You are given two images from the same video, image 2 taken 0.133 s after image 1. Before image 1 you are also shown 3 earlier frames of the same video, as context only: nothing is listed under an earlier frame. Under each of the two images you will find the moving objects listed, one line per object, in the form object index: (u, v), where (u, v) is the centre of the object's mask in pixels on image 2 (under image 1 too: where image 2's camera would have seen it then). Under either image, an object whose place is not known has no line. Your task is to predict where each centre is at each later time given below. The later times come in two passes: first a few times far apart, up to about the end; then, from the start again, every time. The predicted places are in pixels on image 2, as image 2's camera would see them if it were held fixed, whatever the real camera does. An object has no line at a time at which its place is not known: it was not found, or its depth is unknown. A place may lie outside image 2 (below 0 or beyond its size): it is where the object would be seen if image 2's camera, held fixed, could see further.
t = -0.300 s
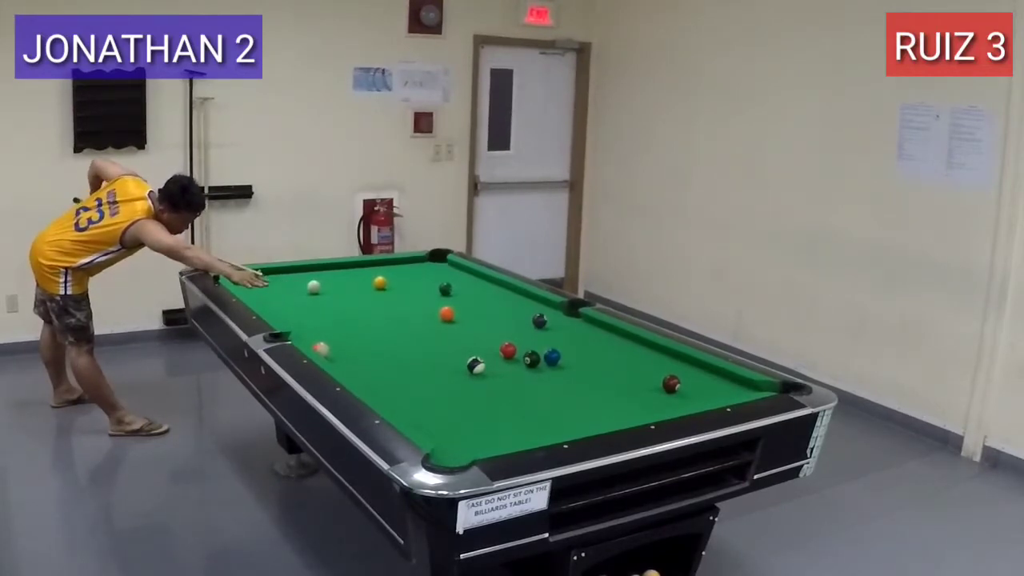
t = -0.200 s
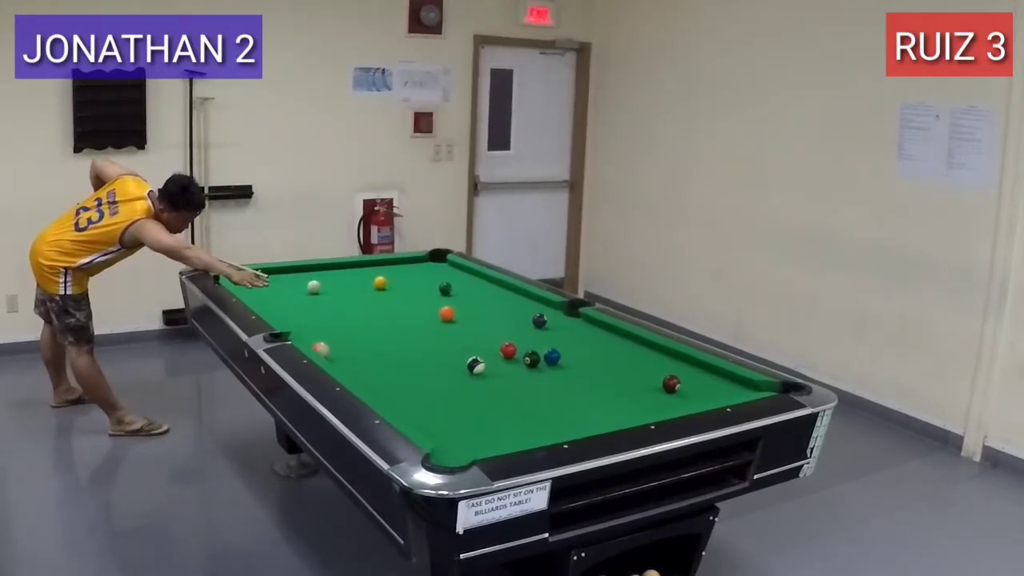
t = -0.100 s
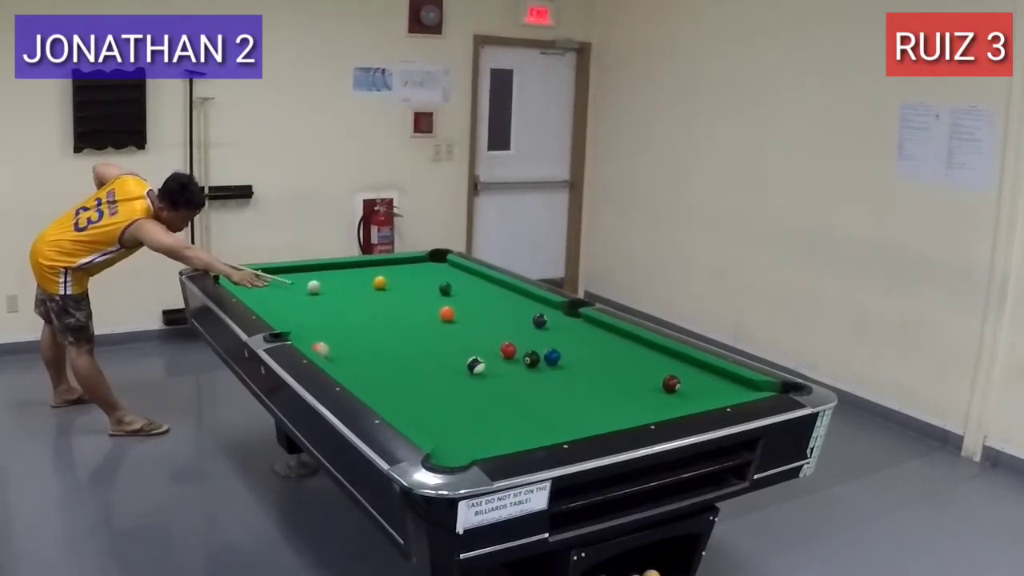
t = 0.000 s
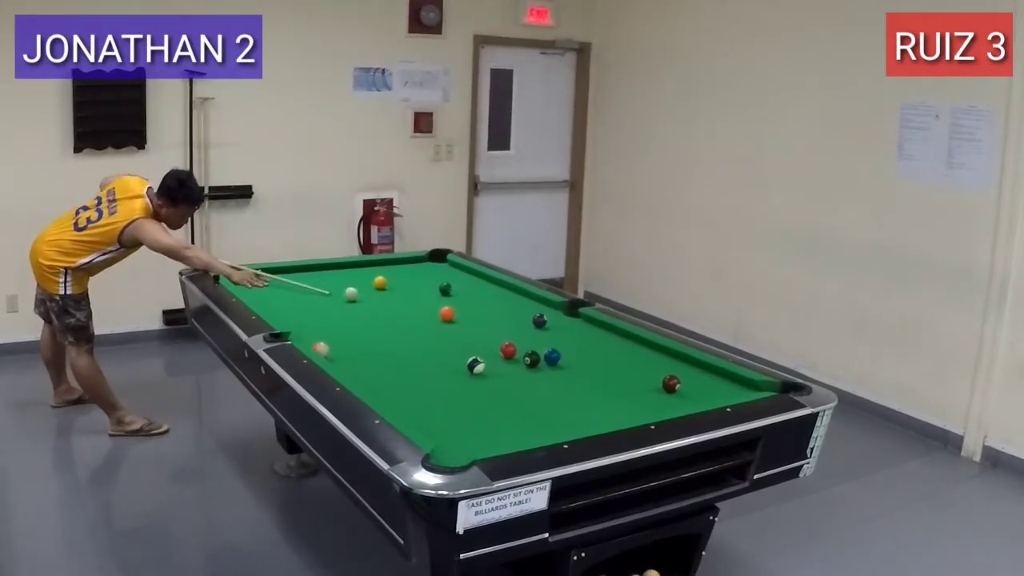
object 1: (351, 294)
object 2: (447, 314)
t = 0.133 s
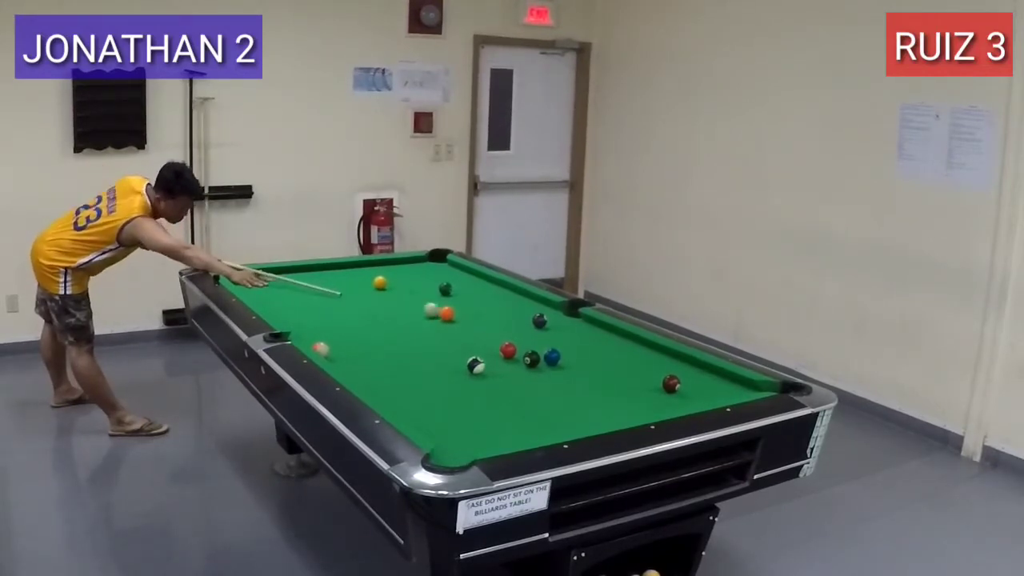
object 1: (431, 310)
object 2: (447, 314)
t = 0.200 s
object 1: (442, 311)
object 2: (477, 322)
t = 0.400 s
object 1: (457, 309)
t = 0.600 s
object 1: (471, 307)
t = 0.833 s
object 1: (486, 305)
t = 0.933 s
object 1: (492, 304)
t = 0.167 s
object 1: (439, 311)
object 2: (460, 318)
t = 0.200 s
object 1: (442, 311)
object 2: (477, 322)
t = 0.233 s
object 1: (444, 310)
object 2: (493, 327)
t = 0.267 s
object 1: (447, 310)
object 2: (510, 331)
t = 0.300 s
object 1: (450, 309)
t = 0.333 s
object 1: (452, 309)
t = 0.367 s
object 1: (454, 309)
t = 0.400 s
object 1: (457, 309)
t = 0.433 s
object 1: (460, 308)
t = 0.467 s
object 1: (462, 308)
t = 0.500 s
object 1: (464, 308)
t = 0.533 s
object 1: (467, 308)
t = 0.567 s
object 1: (469, 307)
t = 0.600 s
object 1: (471, 307)
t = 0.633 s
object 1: (473, 306)
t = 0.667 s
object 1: (476, 306)
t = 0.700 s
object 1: (478, 306)
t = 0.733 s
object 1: (480, 306)
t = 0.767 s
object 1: (482, 305)
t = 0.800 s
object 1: (484, 305)
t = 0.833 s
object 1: (486, 305)
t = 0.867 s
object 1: (488, 305)
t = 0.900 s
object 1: (490, 304)
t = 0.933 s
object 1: (492, 304)
